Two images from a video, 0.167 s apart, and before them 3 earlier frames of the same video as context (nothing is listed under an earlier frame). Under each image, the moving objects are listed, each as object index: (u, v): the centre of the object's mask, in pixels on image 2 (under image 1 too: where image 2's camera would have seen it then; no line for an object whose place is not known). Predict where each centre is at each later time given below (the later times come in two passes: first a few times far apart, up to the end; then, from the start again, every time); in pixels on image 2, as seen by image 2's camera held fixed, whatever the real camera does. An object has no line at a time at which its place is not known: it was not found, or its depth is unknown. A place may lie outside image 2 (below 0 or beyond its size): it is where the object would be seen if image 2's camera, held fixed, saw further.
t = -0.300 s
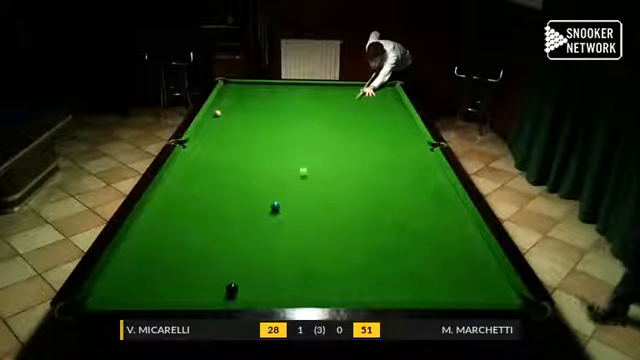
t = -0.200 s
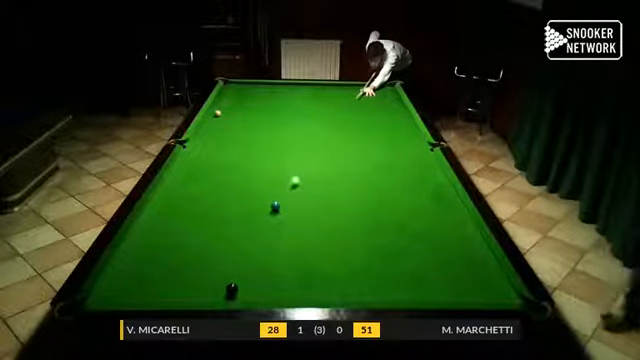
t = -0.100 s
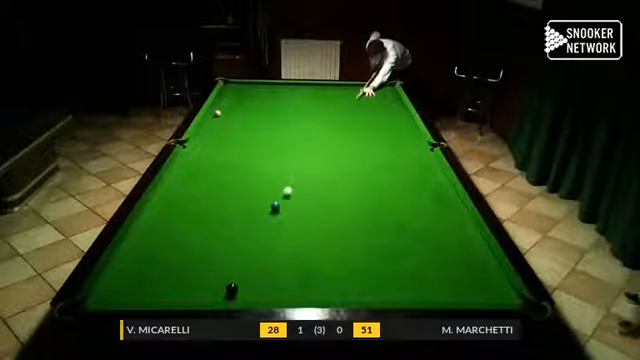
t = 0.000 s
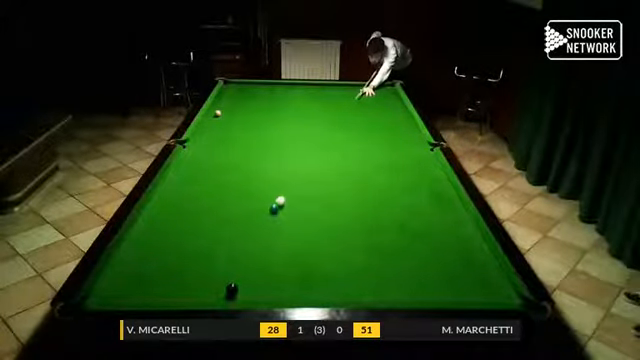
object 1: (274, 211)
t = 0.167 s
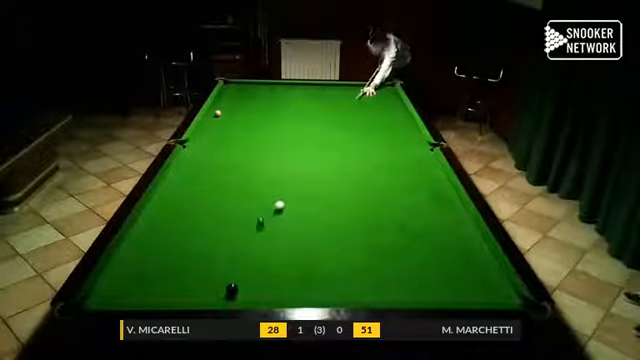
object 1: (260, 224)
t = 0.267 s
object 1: (252, 234)
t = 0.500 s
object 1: (232, 256)
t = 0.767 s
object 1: (205, 284)
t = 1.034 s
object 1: (184, 296)
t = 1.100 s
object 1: (183, 294)
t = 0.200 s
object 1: (258, 228)
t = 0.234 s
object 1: (254, 231)
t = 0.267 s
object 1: (252, 234)
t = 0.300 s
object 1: (249, 237)
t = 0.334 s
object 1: (246, 241)
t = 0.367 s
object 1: (244, 243)
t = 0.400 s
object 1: (241, 246)
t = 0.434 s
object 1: (238, 249)
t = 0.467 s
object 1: (235, 252)
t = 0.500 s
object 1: (232, 256)
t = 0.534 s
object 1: (229, 259)
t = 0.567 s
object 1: (226, 261)
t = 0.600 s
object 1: (224, 262)
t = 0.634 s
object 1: (221, 266)
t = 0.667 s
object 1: (217, 271)
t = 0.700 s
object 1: (213, 276)
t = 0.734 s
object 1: (206, 281)
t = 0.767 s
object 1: (205, 284)
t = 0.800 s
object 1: (201, 289)
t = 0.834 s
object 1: (198, 291)
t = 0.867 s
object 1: (195, 295)
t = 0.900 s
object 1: (191, 296)
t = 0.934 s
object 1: (188, 297)
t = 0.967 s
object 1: (187, 298)
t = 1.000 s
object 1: (186, 297)
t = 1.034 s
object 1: (184, 296)
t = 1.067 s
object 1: (183, 296)
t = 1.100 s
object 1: (183, 294)
